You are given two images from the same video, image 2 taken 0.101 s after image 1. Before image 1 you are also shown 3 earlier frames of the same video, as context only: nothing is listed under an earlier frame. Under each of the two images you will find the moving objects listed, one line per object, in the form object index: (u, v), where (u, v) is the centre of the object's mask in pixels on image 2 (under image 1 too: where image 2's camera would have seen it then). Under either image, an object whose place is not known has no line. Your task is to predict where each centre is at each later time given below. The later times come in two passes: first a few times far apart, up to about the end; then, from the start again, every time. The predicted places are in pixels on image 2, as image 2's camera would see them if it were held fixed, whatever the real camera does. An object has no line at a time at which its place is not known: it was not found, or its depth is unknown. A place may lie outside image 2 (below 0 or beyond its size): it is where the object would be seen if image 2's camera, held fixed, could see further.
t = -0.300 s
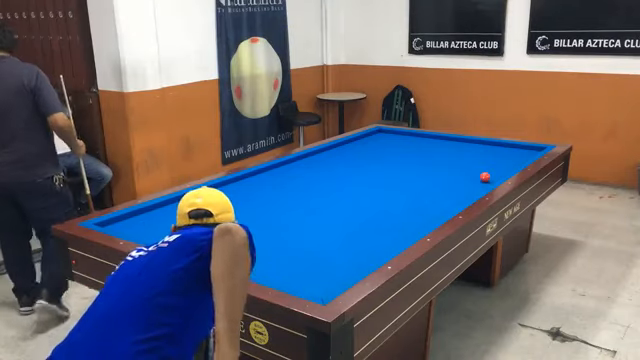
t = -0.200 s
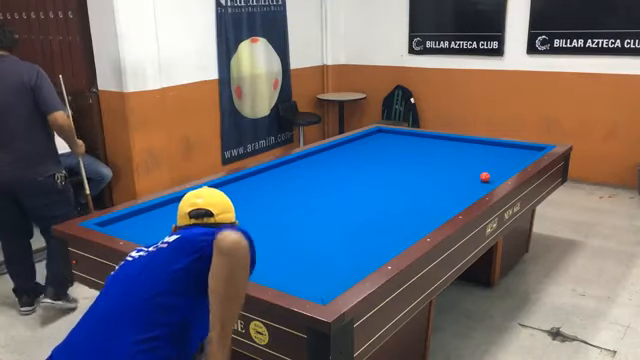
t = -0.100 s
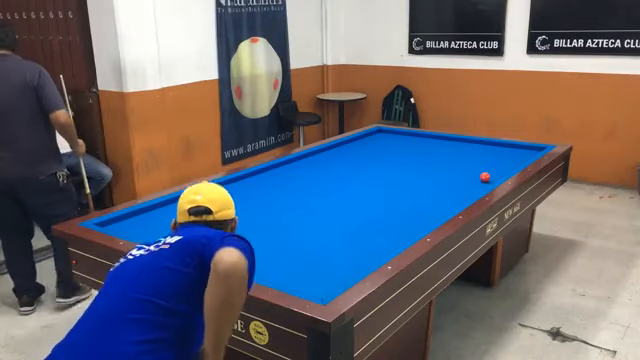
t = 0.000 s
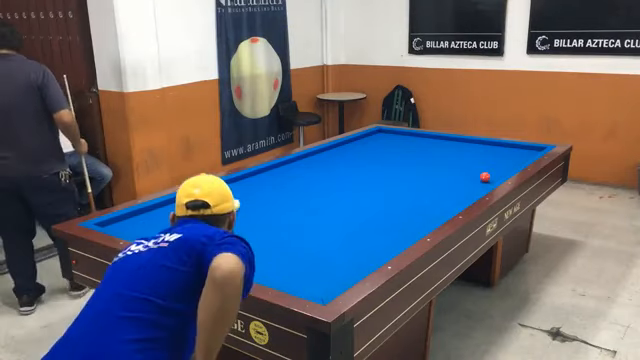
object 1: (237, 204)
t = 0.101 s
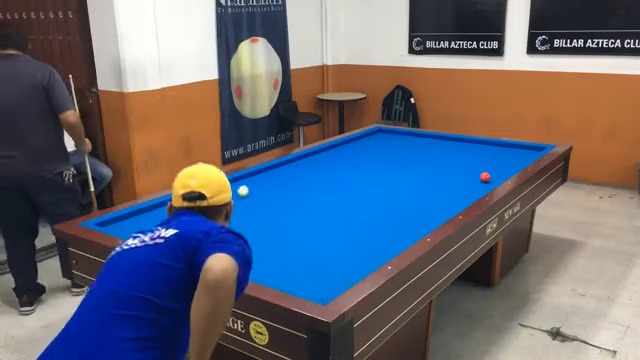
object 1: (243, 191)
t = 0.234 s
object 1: (252, 176)
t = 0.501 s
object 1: (321, 161)
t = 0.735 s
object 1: (377, 150)
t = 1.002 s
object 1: (432, 139)
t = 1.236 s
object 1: (451, 146)
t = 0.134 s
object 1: (245, 187)
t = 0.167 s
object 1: (247, 183)
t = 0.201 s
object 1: (250, 180)
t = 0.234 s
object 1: (252, 176)
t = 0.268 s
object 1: (255, 173)
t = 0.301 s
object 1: (263, 171)
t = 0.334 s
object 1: (274, 169)
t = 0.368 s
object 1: (285, 167)
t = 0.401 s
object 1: (295, 166)
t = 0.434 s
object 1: (304, 164)
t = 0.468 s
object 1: (313, 162)
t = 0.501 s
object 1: (321, 161)
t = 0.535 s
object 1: (330, 159)
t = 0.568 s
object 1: (338, 157)
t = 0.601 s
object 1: (346, 156)
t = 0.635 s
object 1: (354, 154)
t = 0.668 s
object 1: (362, 153)
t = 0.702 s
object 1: (369, 151)
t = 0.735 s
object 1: (377, 150)
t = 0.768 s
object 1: (384, 148)
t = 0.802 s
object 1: (392, 147)
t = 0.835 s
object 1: (399, 145)
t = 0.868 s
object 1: (406, 144)
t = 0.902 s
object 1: (413, 142)
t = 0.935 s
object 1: (419, 141)
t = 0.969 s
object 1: (426, 140)
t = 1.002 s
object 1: (432, 139)
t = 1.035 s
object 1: (439, 137)
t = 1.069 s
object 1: (443, 137)
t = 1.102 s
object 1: (445, 139)
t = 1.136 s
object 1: (446, 141)
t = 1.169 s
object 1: (448, 143)
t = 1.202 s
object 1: (450, 144)
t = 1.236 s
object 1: (451, 146)
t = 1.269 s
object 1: (453, 148)
